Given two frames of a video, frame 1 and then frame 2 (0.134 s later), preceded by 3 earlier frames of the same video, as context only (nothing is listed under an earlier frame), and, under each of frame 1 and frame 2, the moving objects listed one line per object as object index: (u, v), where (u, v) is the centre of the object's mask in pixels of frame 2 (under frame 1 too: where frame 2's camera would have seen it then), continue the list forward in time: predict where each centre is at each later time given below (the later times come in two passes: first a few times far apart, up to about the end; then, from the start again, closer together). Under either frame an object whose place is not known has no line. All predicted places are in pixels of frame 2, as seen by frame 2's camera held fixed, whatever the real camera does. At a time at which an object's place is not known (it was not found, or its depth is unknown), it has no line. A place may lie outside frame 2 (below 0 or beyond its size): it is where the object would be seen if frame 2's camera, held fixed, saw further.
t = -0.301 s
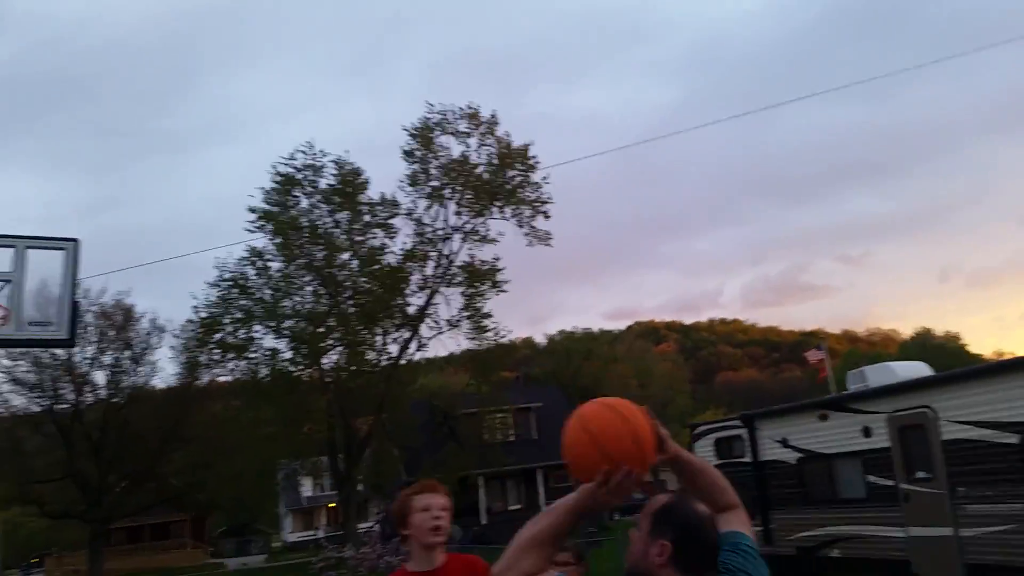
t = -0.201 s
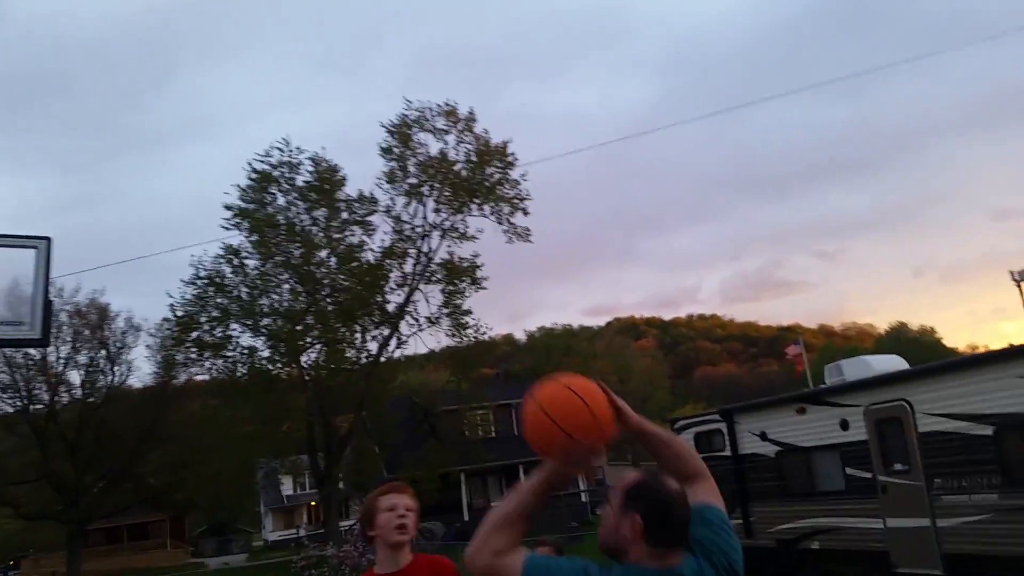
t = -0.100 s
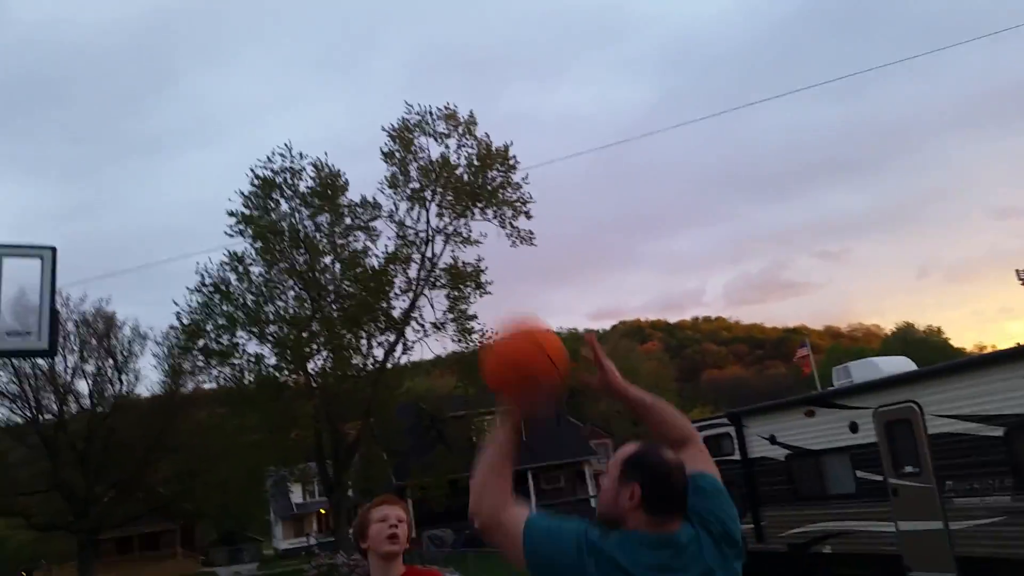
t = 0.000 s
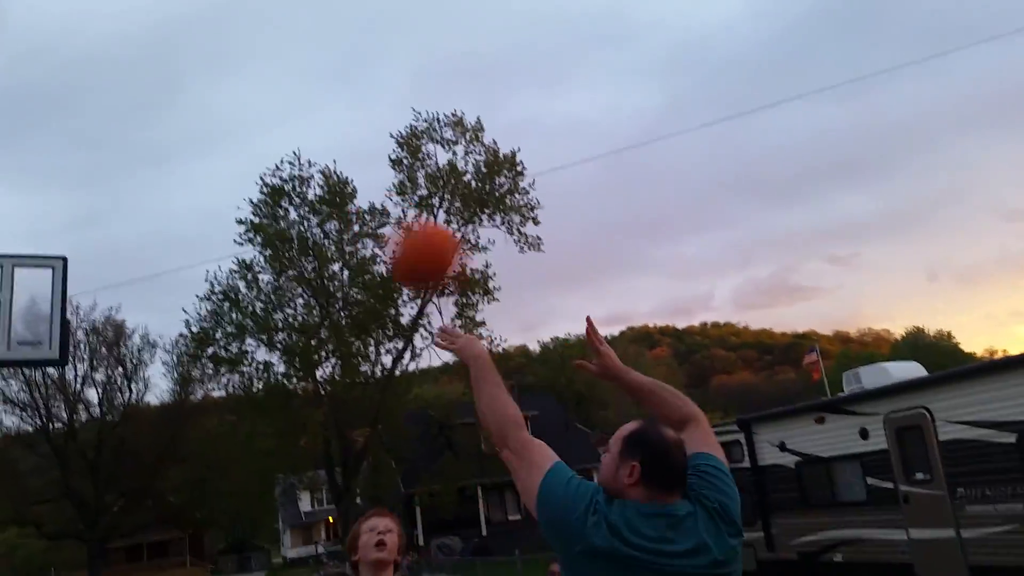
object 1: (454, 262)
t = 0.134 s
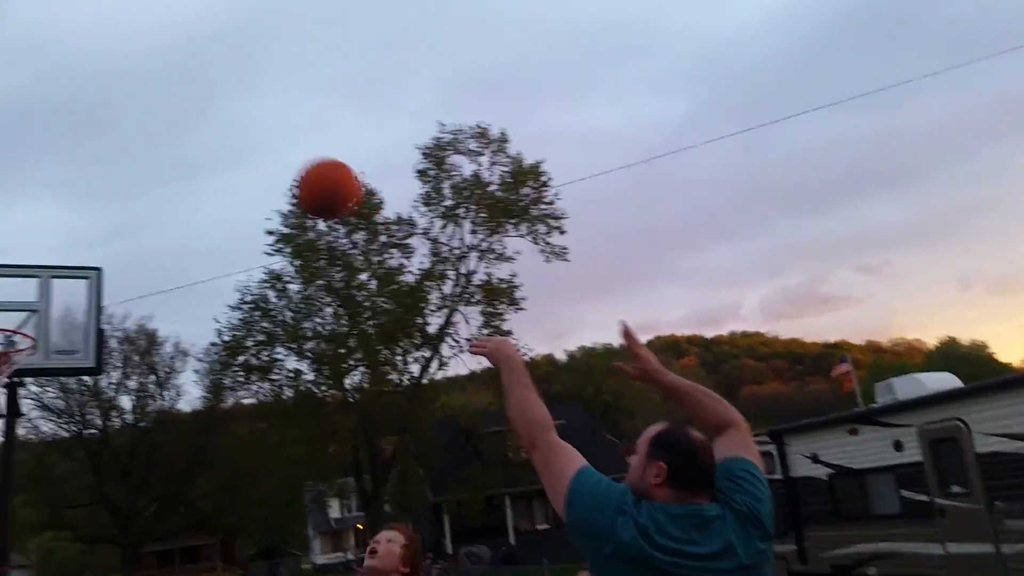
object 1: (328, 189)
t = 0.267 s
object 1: (235, 170)
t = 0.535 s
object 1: (119, 230)
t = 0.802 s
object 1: (88, 339)
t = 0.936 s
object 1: (147, 359)
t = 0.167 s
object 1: (303, 177)
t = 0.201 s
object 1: (277, 171)
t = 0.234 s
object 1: (256, 169)
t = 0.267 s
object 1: (235, 170)
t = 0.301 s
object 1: (216, 174)
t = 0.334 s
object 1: (201, 177)
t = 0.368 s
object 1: (189, 178)
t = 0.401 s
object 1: (175, 186)
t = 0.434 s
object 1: (159, 195)
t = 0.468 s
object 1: (147, 205)
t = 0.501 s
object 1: (134, 217)
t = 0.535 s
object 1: (119, 230)
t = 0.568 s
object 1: (107, 244)
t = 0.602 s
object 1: (96, 259)
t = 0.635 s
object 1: (84, 276)
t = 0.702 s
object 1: (61, 315)
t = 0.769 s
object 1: (73, 334)
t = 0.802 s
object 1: (88, 339)
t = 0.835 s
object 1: (104, 346)
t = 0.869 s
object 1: (119, 349)
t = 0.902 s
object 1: (133, 354)
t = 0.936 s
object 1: (147, 359)
